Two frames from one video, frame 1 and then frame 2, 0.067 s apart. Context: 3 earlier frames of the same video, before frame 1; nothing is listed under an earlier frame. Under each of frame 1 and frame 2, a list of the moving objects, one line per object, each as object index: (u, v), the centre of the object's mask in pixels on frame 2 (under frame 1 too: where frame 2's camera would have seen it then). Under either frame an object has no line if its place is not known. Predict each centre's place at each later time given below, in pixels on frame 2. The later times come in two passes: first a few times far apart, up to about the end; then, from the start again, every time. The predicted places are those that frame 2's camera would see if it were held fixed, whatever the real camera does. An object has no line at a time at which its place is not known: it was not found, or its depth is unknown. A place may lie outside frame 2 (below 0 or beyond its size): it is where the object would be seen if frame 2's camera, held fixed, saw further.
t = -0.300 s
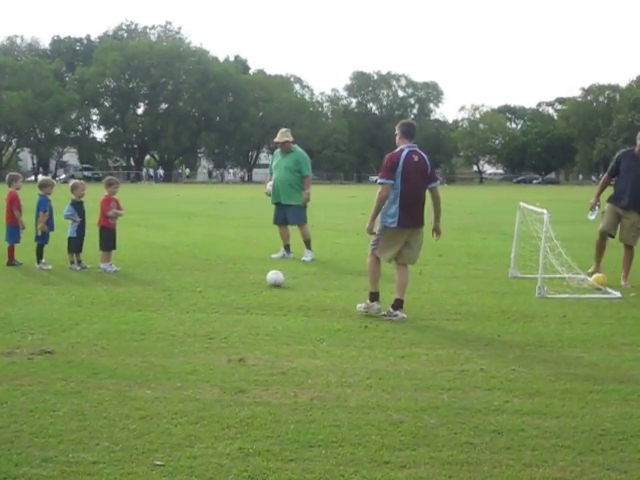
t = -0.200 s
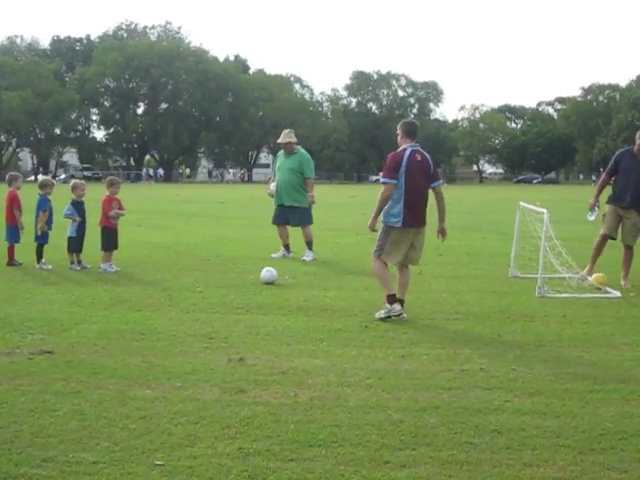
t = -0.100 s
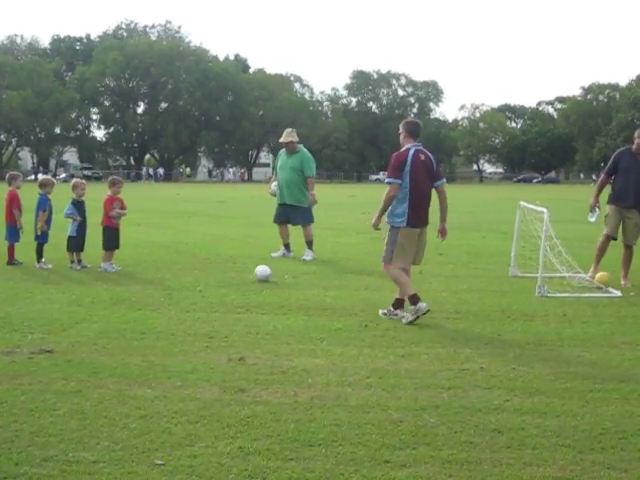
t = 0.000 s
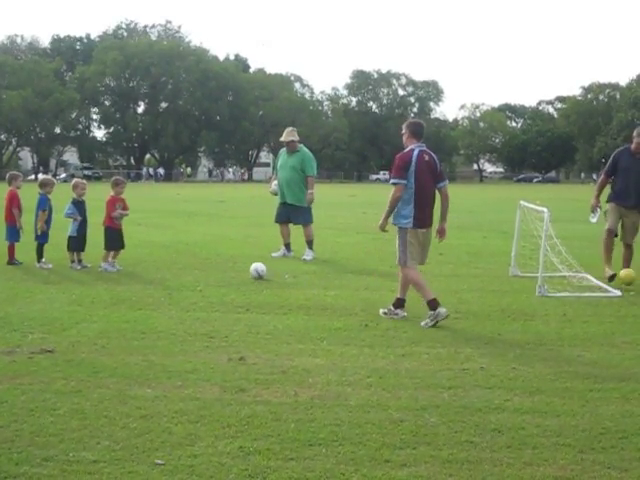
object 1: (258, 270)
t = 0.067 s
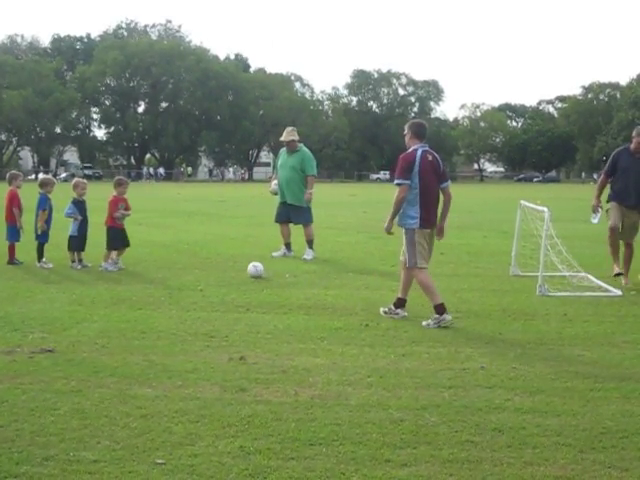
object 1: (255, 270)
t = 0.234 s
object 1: (248, 267)
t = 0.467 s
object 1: (242, 265)
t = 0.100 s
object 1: (254, 269)
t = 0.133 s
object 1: (252, 268)
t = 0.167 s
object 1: (251, 268)
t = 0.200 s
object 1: (249, 268)
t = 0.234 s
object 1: (248, 267)
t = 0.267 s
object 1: (247, 267)
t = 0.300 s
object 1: (246, 266)
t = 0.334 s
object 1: (245, 266)
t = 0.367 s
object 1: (244, 266)
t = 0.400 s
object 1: (243, 265)
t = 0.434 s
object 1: (242, 265)
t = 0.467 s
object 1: (242, 265)
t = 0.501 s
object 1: (241, 264)
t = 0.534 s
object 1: (240, 264)
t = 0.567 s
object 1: (239, 263)
